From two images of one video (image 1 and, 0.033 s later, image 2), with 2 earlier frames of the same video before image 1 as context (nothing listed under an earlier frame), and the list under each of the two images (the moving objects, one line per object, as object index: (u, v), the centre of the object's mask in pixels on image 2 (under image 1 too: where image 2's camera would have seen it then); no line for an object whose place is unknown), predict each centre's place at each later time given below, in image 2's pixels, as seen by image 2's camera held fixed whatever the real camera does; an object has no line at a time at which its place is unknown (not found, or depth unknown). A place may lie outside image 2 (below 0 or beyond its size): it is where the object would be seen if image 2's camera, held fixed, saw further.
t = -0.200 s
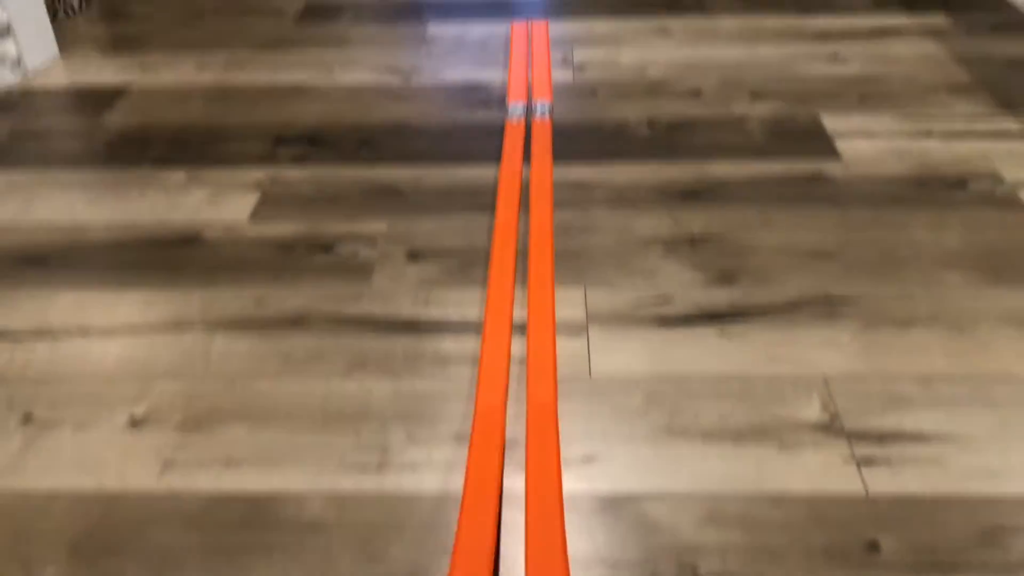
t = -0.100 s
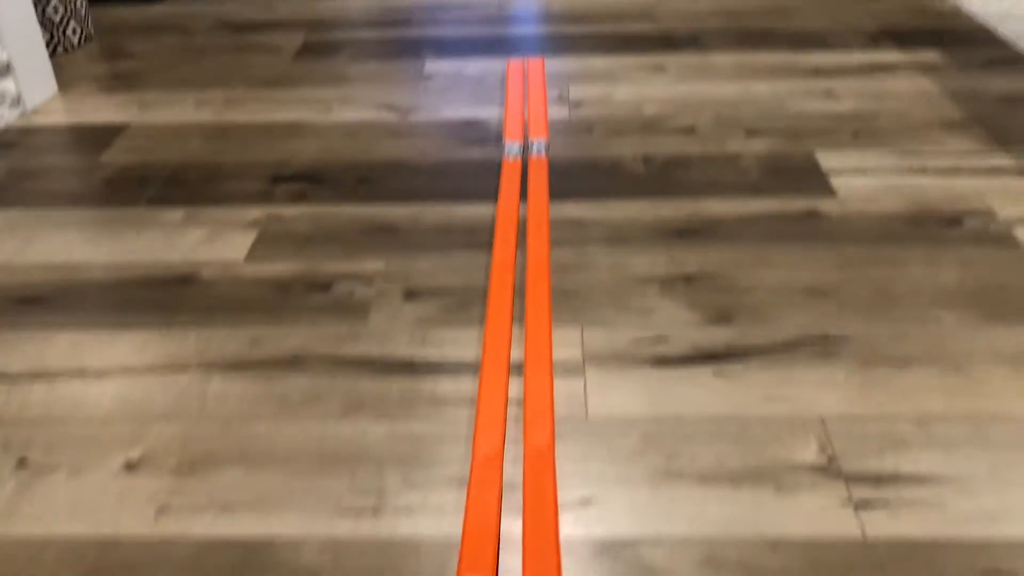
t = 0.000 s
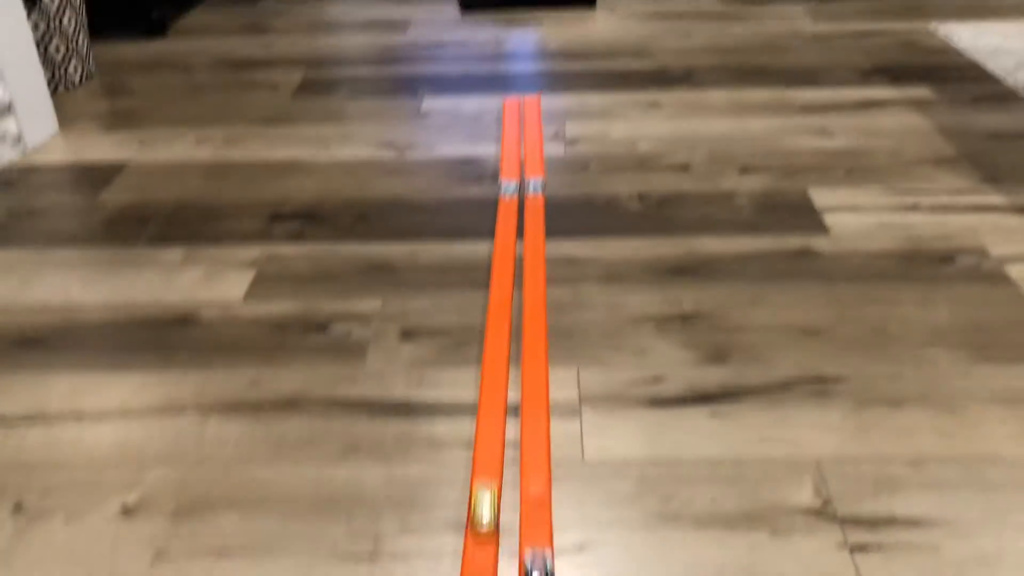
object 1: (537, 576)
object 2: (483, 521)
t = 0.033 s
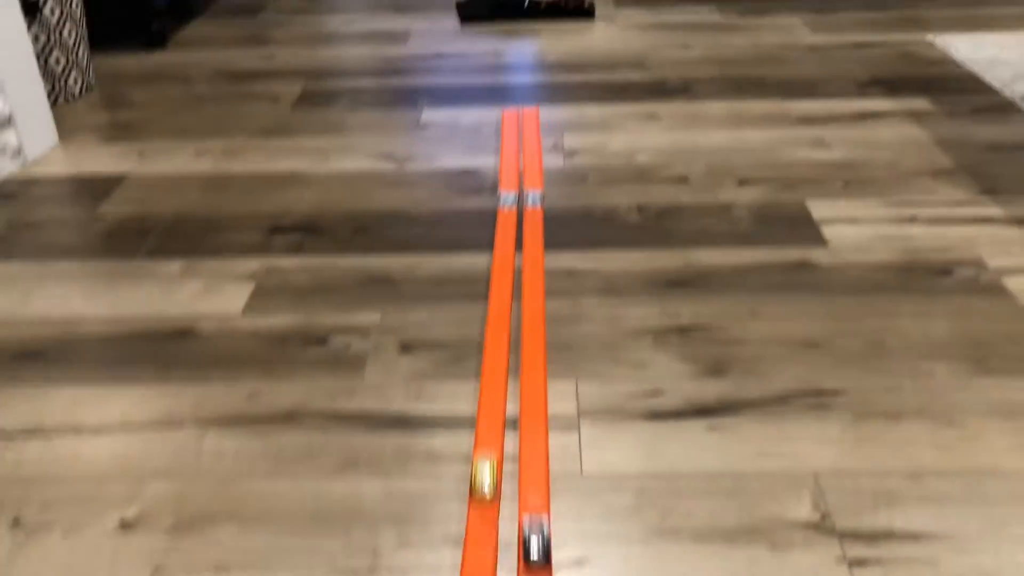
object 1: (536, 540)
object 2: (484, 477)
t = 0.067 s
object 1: (534, 495)
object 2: (487, 437)
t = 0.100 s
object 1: (533, 454)
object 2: (490, 399)
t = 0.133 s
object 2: (494, 367)
